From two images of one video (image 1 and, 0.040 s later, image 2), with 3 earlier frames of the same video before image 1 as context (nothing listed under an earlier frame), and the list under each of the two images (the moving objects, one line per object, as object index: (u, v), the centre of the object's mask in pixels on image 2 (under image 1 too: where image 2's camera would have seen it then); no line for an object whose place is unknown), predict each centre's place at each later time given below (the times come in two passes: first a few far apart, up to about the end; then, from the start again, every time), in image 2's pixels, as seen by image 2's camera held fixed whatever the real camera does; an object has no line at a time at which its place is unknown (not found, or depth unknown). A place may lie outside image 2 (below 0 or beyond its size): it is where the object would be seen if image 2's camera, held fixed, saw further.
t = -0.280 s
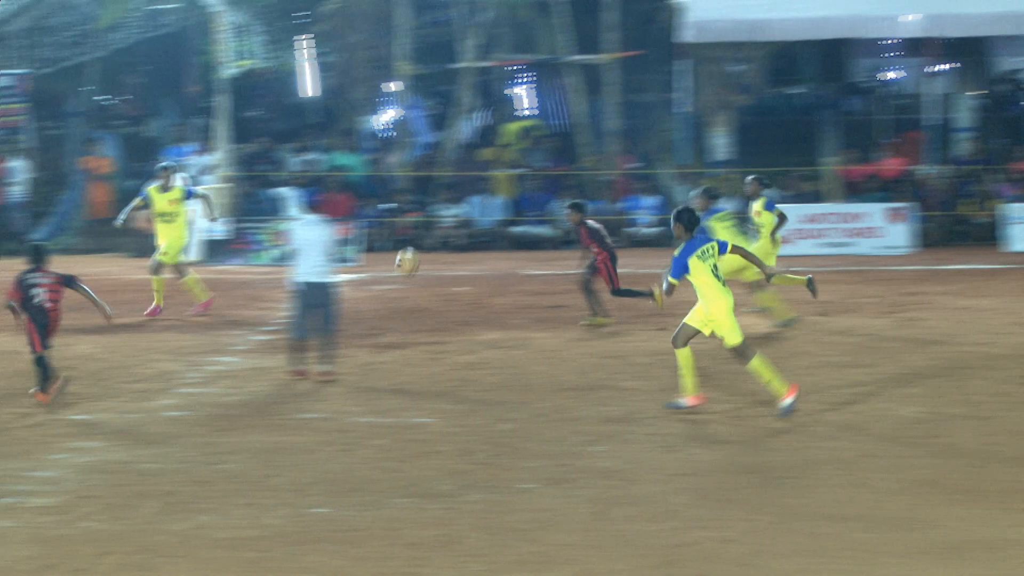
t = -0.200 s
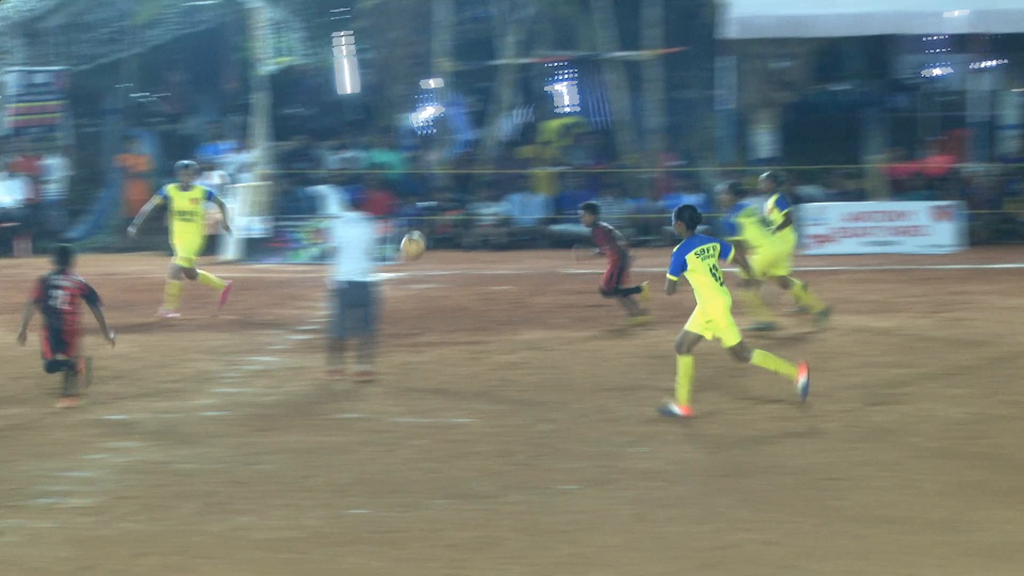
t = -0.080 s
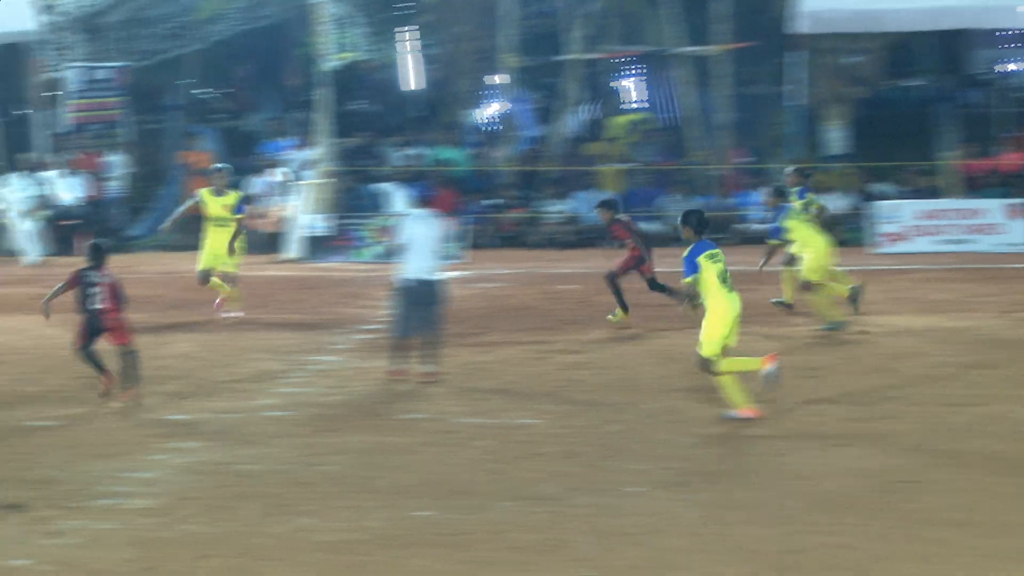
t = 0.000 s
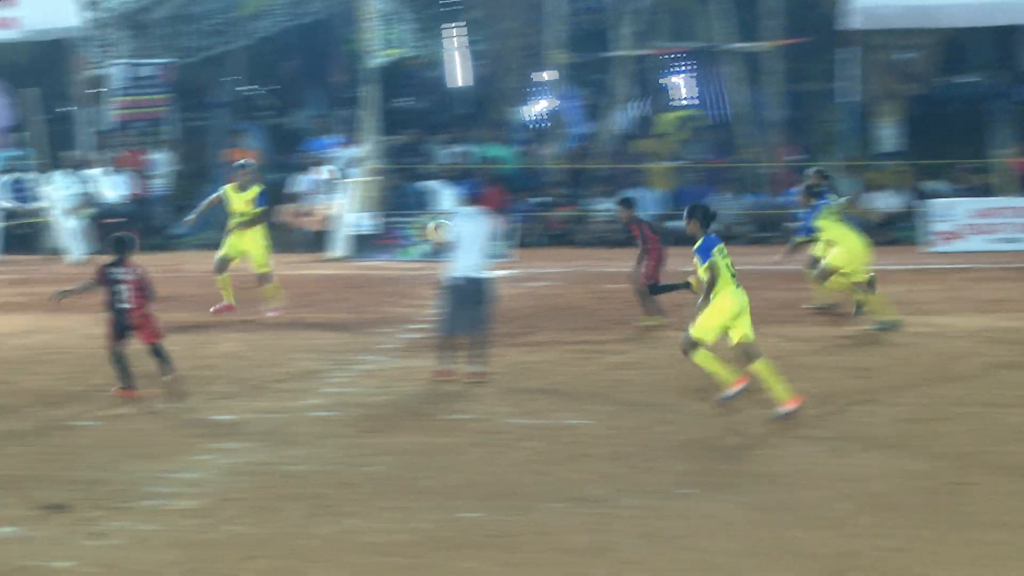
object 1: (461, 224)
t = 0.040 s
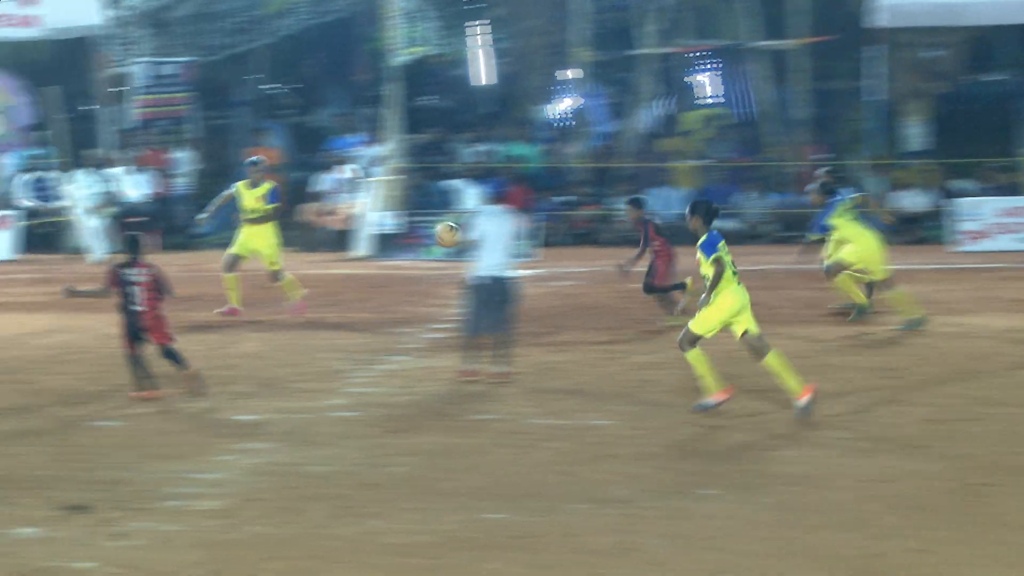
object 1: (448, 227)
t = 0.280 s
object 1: (345, 284)
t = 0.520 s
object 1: (252, 270)
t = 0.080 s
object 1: (428, 232)
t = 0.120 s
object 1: (411, 238)
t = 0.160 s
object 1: (396, 248)
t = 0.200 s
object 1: (379, 258)
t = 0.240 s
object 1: (363, 269)
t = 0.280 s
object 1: (345, 284)
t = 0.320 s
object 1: (331, 300)
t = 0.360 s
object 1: (318, 312)
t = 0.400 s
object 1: (301, 302)
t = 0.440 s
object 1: (286, 287)
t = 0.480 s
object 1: (267, 273)
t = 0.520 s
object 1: (252, 270)
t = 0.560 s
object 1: (236, 265)
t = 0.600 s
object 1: (221, 260)
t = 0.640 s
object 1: (205, 259)
